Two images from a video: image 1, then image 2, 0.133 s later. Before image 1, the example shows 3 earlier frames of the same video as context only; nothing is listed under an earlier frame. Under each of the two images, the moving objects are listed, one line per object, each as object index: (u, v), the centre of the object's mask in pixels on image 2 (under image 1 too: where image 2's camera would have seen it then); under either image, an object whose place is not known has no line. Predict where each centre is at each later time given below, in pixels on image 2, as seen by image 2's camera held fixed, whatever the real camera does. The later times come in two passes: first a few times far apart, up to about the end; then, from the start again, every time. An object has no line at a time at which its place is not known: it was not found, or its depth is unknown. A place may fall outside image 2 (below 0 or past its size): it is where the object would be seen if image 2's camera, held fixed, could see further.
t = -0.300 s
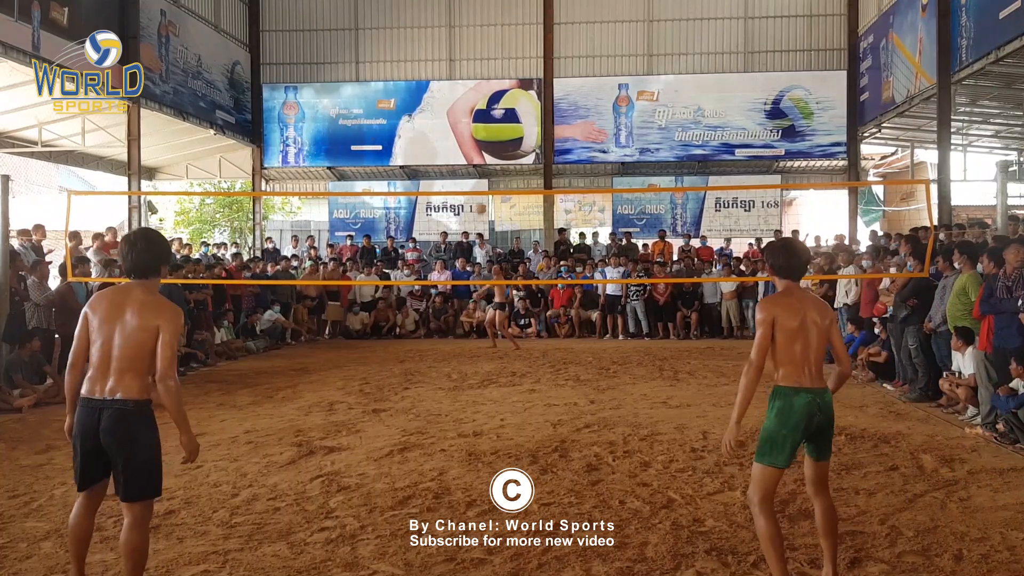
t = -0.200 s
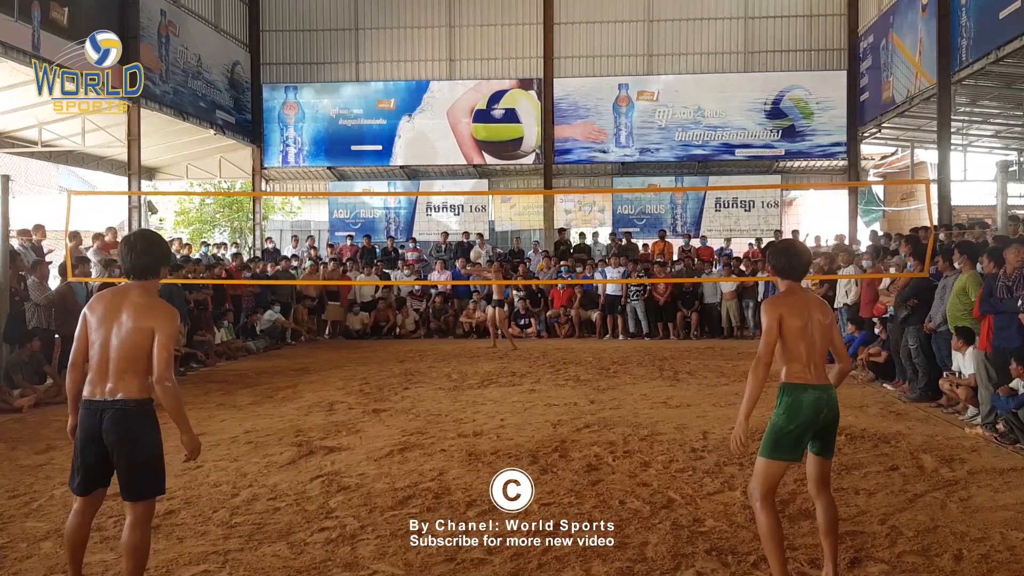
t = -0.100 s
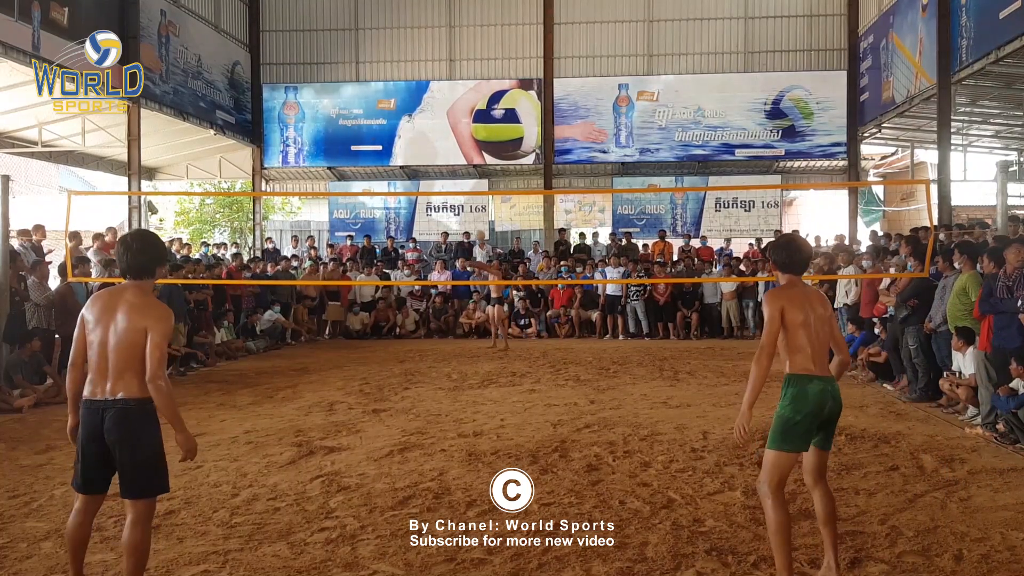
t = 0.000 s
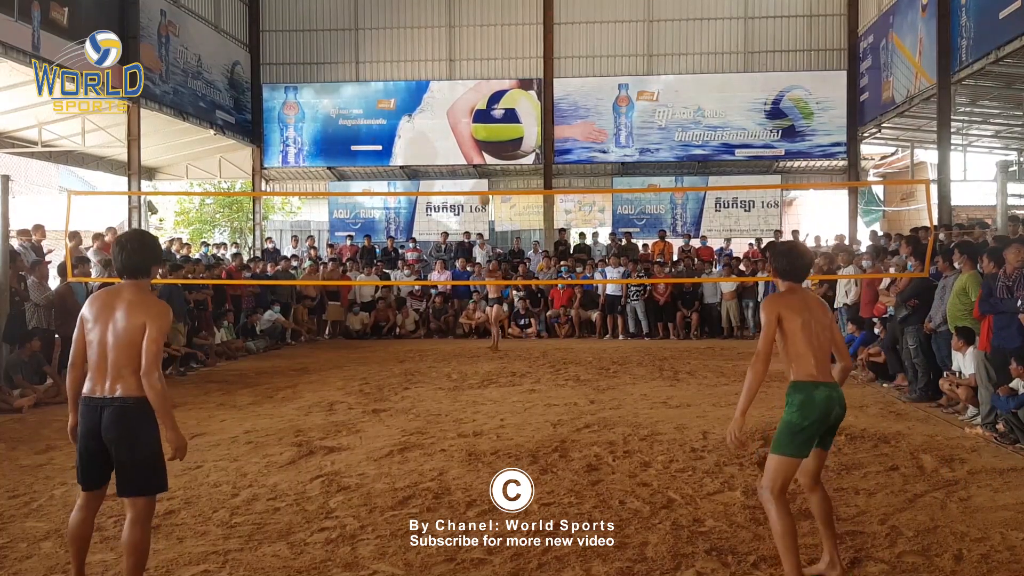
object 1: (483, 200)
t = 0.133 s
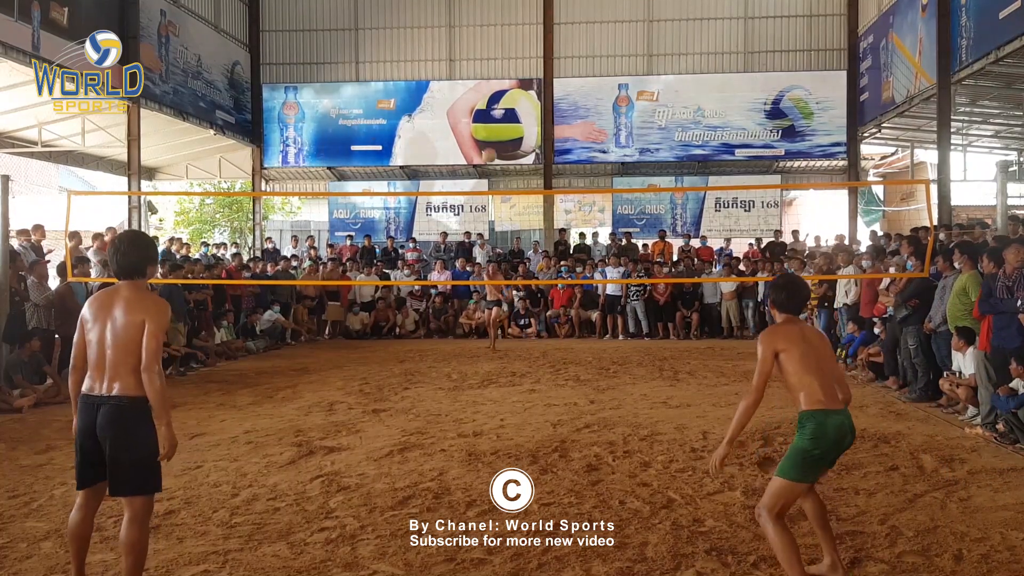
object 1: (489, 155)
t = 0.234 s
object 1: (494, 126)
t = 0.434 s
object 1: (506, 78)
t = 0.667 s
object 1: (518, 54)
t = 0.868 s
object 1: (535, 78)
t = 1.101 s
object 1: (566, 212)
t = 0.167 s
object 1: (491, 146)
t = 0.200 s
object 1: (492, 136)
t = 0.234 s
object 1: (494, 126)
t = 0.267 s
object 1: (496, 117)
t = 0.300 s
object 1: (498, 109)
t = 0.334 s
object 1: (500, 100)
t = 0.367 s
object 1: (502, 92)
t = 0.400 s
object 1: (504, 85)
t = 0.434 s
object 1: (506, 78)
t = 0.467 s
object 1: (508, 72)
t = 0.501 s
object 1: (510, 68)
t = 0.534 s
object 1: (511, 63)
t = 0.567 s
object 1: (512, 59)
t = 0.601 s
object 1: (514, 57)
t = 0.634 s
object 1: (516, 55)
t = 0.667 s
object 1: (518, 54)
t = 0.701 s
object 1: (520, 54)
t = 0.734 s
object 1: (522, 56)
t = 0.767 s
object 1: (525, 59)
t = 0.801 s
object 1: (529, 64)
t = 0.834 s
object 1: (532, 70)
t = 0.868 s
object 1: (535, 78)
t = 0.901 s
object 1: (539, 88)
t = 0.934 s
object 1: (543, 101)
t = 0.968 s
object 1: (546, 115)
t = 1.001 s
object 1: (550, 135)
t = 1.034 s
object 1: (555, 156)
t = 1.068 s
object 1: (560, 181)
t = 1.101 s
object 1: (566, 212)
